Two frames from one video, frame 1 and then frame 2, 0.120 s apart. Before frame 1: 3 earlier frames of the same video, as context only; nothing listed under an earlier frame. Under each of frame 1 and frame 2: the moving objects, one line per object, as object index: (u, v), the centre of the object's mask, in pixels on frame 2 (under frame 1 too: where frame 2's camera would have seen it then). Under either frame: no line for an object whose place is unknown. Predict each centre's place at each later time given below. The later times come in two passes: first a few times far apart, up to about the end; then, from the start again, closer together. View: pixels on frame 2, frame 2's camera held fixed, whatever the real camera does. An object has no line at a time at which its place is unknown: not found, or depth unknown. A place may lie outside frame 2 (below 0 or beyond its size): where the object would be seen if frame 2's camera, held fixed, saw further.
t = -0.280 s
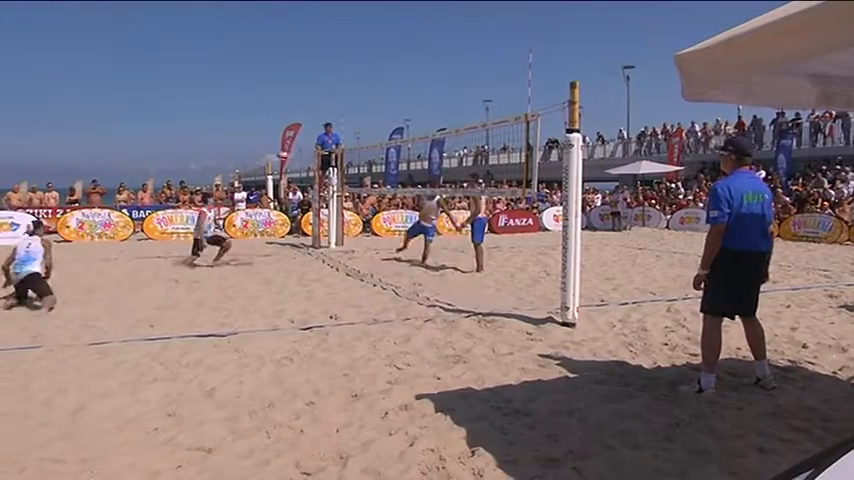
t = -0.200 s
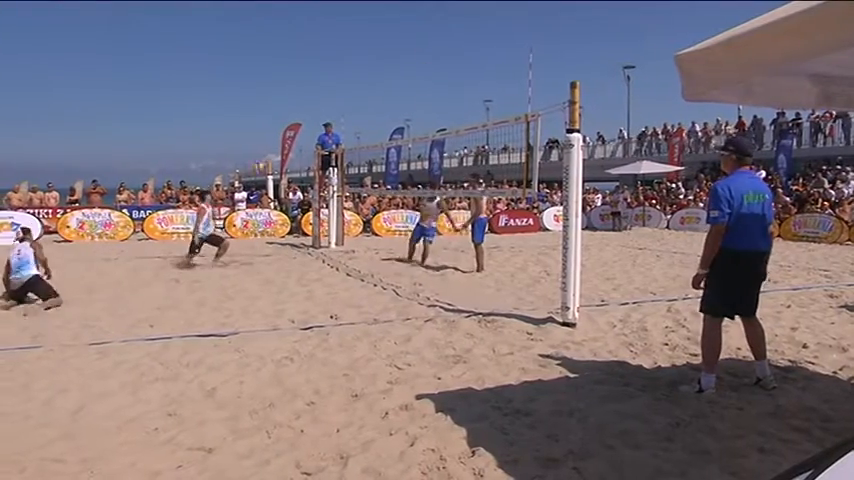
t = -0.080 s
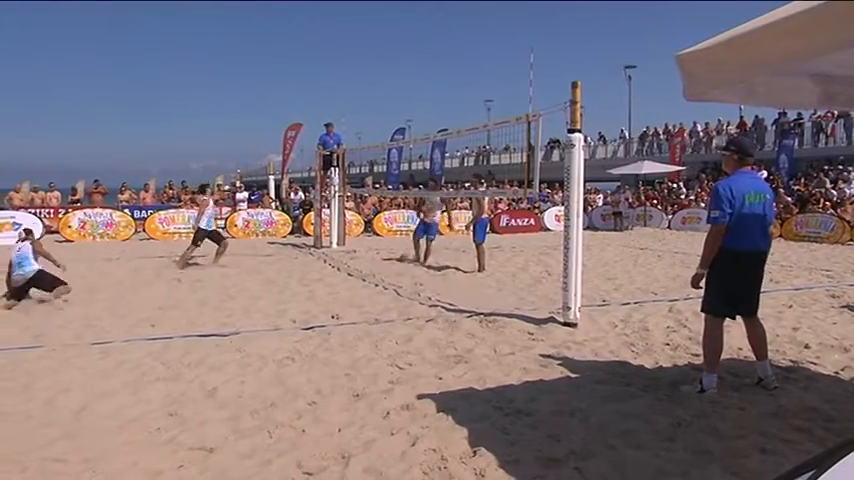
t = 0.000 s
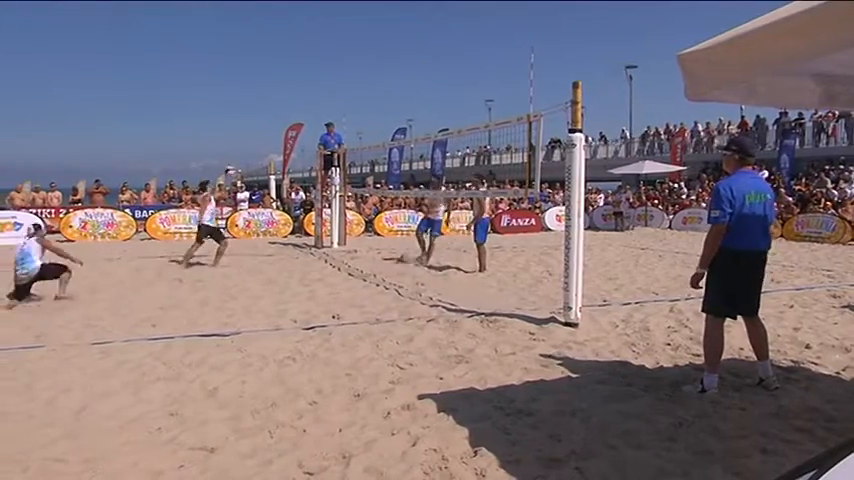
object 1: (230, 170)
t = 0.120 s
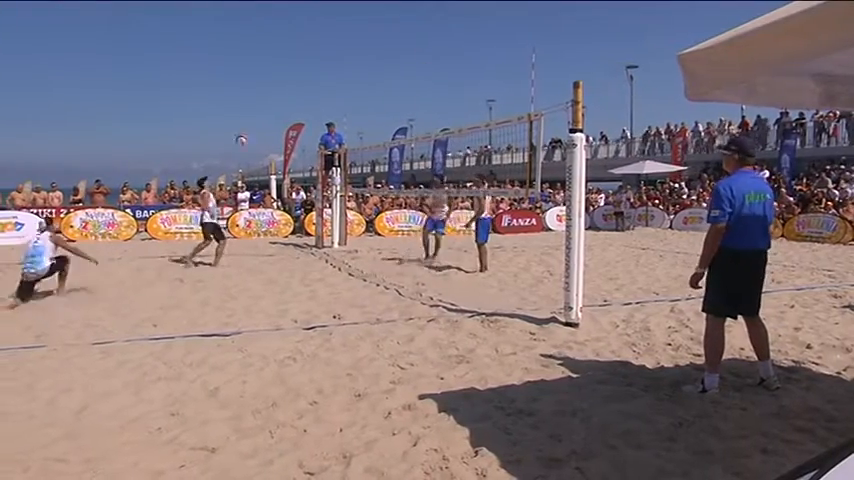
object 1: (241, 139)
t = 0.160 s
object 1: (245, 129)
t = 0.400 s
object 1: (271, 90)
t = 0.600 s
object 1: (295, 79)
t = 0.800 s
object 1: (322, 89)
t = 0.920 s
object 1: (339, 108)
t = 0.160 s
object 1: (245, 129)
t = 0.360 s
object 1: (267, 95)
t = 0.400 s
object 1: (271, 90)
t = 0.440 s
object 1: (276, 86)
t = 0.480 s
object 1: (281, 83)
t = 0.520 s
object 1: (285, 80)
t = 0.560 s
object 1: (291, 79)
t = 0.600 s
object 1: (295, 79)
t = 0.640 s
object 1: (300, 79)
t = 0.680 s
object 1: (306, 80)
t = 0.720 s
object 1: (311, 82)
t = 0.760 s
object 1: (317, 86)
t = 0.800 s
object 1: (322, 89)
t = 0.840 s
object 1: (328, 94)
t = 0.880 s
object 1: (333, 101)
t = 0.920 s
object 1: (339, 108)
